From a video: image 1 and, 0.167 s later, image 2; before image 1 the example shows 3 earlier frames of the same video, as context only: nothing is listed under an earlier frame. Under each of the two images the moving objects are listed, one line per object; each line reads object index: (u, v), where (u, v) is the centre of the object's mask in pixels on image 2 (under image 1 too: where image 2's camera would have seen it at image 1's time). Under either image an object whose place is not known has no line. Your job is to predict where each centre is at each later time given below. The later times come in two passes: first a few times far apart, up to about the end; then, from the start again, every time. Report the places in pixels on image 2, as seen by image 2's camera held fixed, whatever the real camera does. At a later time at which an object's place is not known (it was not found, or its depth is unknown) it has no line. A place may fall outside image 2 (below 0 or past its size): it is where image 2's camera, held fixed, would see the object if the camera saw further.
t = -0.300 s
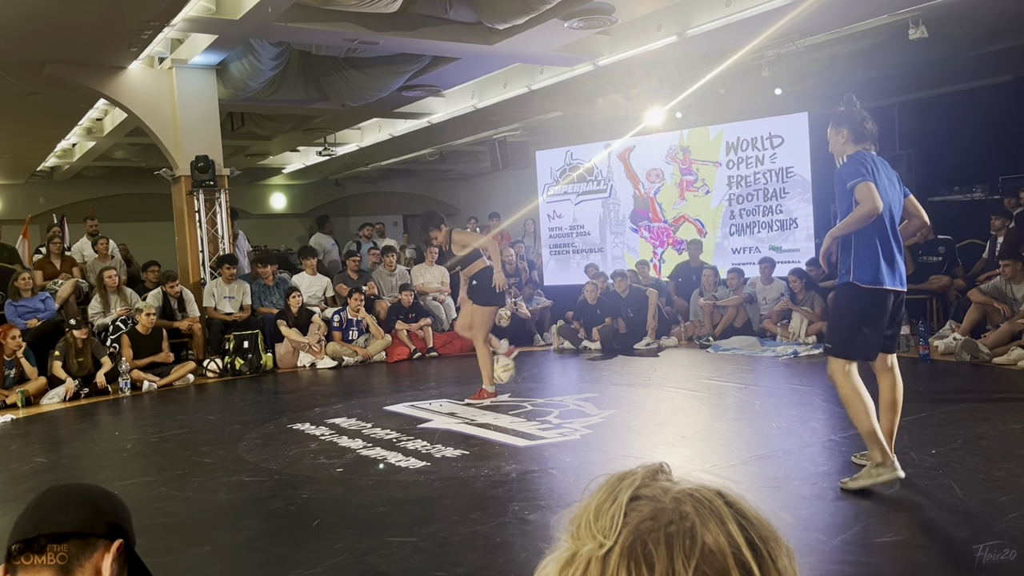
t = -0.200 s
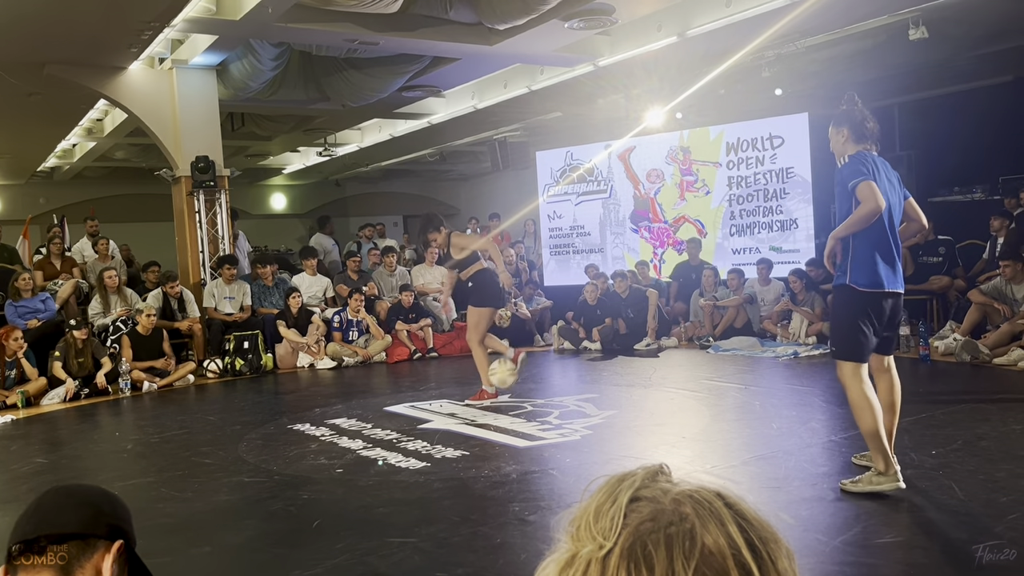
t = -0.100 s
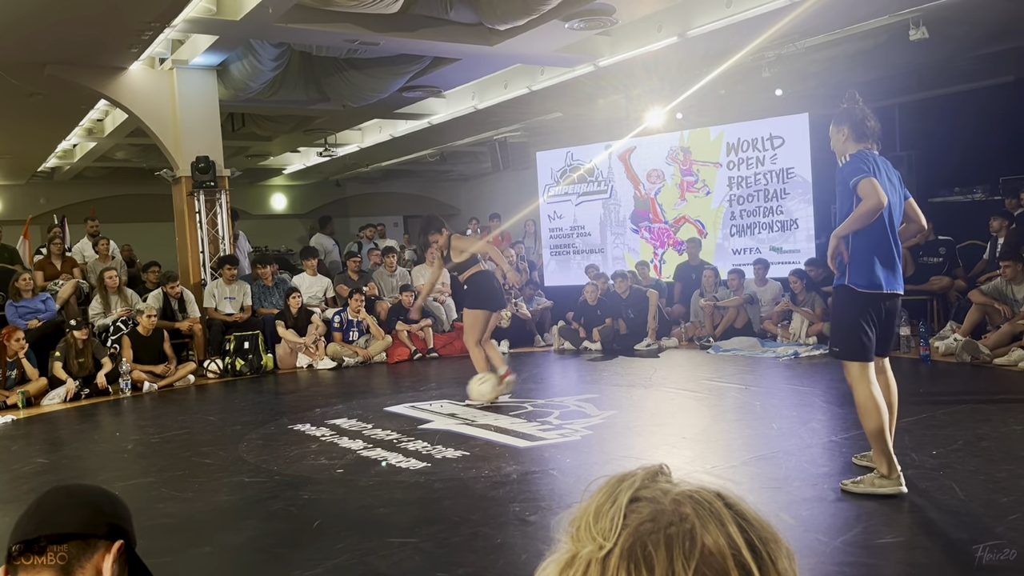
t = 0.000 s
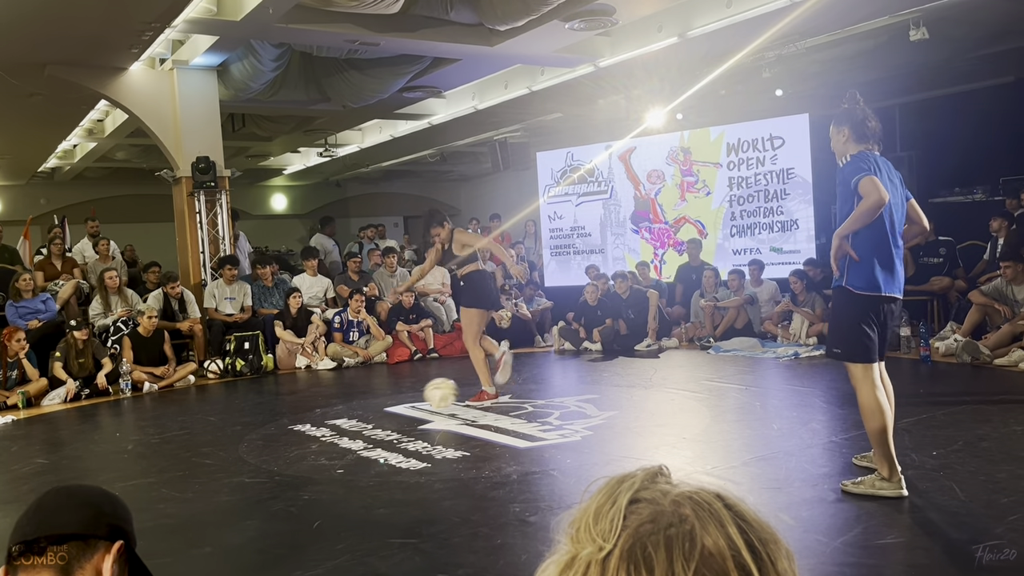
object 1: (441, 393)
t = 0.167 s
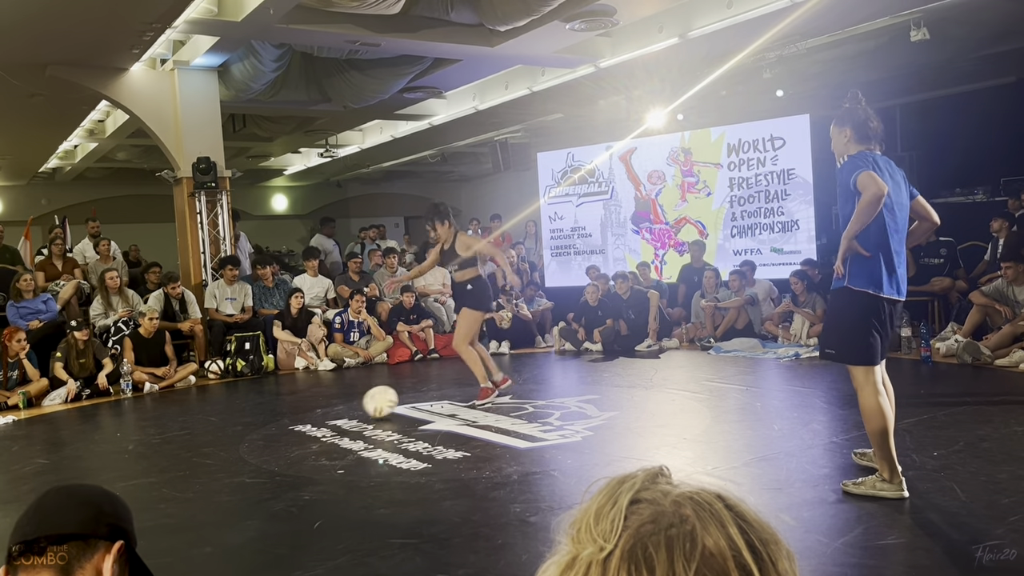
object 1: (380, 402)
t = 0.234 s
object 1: (358, 405)
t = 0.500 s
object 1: (265, 416)
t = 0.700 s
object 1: (192, 426)
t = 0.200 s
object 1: (369, 404)
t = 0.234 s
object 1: (358, 405)
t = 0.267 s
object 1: (346, 406)
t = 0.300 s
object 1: (335, 408)
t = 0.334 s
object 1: (323, 409)
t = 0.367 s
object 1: (312, 410)
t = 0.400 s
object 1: (300, 413)
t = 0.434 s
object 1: (289, 413)
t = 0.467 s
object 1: (277, 415)
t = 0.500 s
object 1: (265, 416)
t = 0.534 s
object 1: (253, 418)
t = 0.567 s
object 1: (241, 420)
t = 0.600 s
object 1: (229, 421)
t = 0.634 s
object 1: (216, 423)
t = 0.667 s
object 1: (204, 424)
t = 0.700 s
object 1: (192, 426)
